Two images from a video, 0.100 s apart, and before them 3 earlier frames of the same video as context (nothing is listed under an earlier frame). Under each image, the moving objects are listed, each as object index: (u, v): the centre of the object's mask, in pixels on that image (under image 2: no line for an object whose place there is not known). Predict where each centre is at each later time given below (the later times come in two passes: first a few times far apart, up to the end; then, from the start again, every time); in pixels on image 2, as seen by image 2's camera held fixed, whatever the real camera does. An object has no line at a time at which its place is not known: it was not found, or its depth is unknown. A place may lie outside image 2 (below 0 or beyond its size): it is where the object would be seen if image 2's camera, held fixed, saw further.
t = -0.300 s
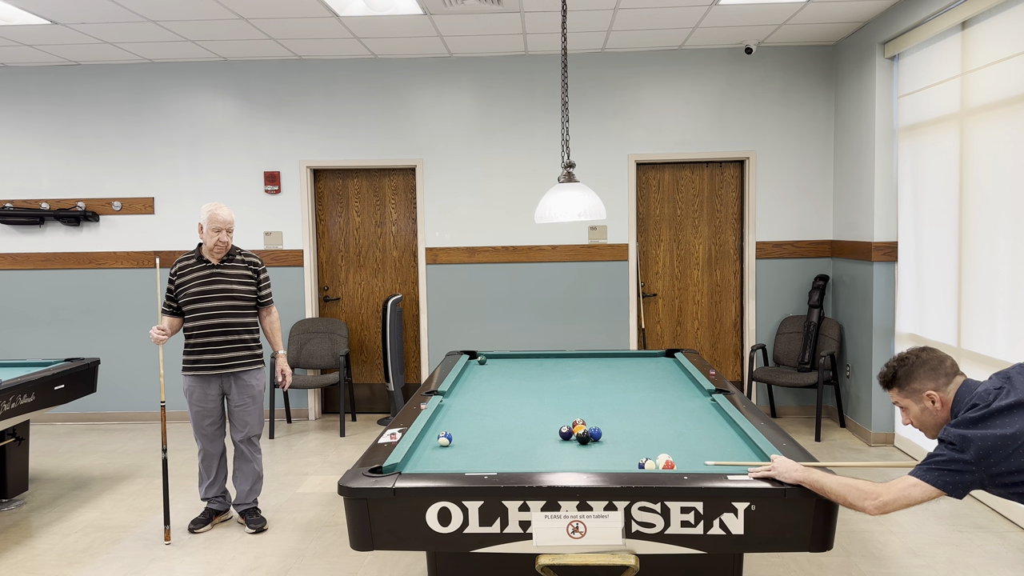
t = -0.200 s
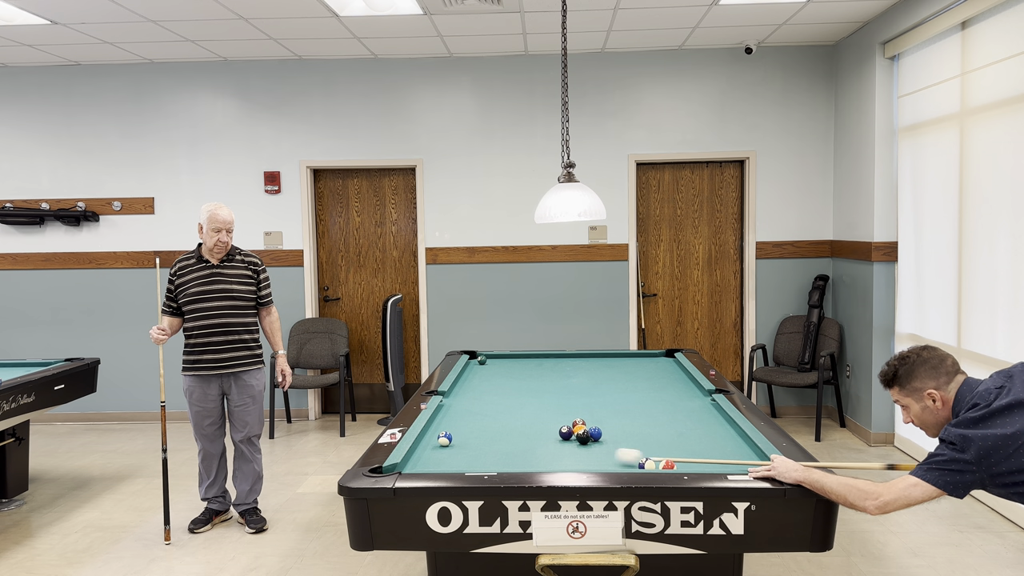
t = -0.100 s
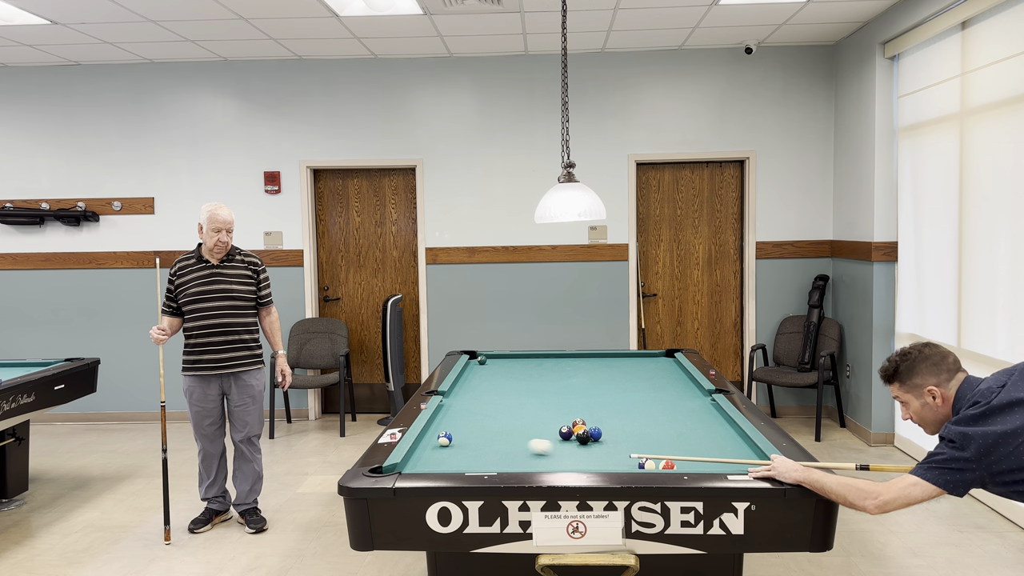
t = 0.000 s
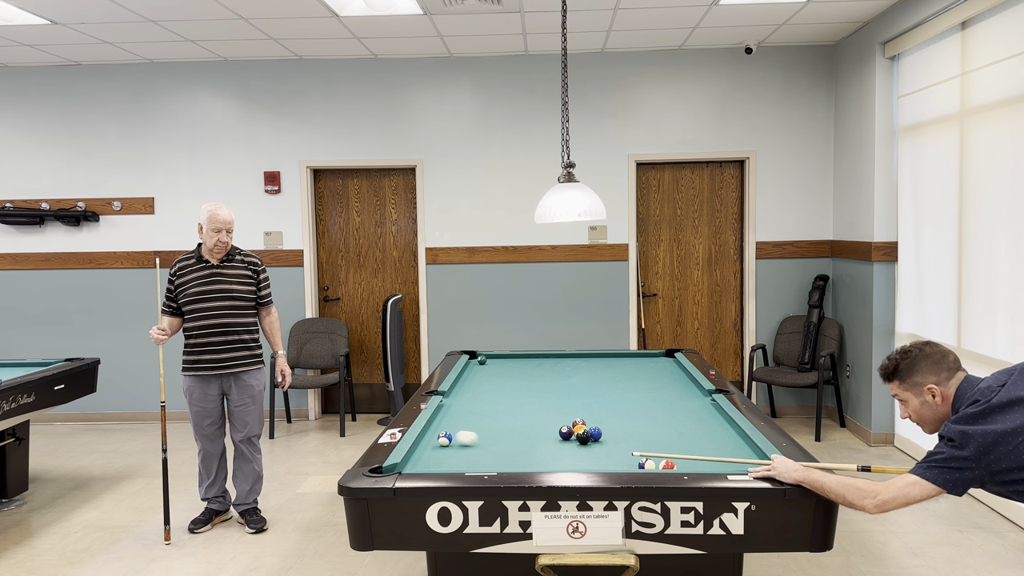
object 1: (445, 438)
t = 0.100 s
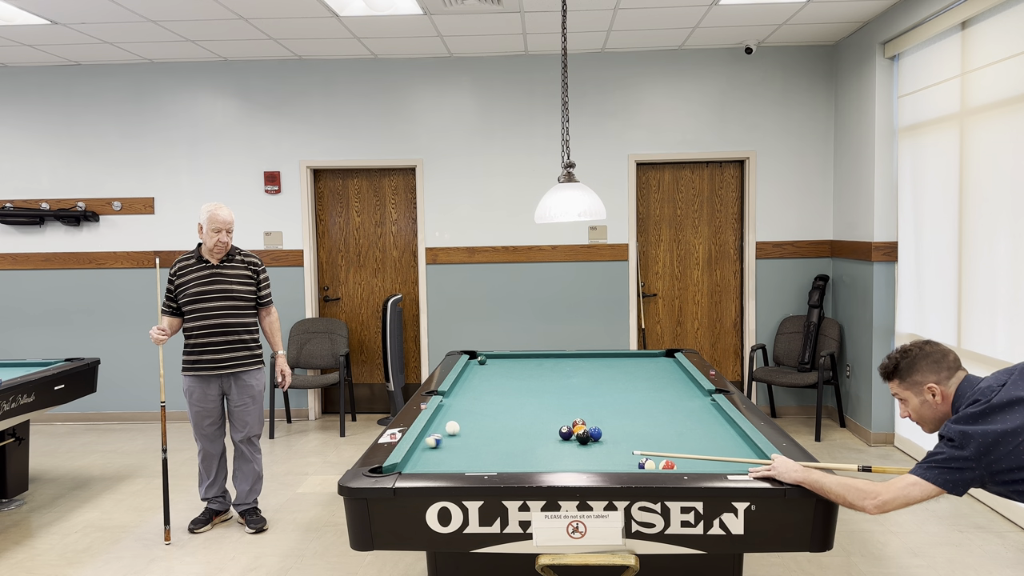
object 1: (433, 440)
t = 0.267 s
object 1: (480, 440)
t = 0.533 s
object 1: (550, 441)
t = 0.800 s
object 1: (619, 442)
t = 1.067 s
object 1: (689, 443)
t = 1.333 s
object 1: (745, 446)
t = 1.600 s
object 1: (711, 445)
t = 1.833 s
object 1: (684, 445)
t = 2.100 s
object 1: (654, 445)
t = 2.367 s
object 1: (626, 445)
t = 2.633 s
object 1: (600, 444)
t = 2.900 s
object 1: (576, 444)
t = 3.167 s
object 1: (553, 444)
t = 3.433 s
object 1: (533, 444)
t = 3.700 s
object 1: (514, 444)
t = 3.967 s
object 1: (497, 444)
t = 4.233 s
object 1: (481, 444)
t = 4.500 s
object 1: (467, 445)
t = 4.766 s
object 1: (455, 445)
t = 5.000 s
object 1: (445, 445)
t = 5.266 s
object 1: (436, 445)
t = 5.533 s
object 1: (429, 445)
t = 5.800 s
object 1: (424, 445)
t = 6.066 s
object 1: (420, 445)
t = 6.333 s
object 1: (419, 446)
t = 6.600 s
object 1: (419, 445)
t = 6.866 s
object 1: (419, 445)
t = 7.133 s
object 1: (419, 445)
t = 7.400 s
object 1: (419, 445)
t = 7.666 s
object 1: (419, 445)
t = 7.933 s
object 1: (419, 445)
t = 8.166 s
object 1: (419, 445)
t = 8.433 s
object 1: (419, 446)
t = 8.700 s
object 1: (419, 445)
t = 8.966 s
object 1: (419, 445)
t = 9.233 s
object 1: (419, 445)
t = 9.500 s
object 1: (419, 445)
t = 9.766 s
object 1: (419, 446)
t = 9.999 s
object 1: (419, 445)
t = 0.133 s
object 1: (443, 440)
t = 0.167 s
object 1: (453, 440)
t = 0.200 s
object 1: (463, 440)
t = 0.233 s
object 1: (472, 440)
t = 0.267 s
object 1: (480, 440)
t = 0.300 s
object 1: (488, 441)
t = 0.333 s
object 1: (497, 440)
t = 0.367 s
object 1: (506, 441)
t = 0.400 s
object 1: (515, 441)
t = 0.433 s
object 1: (523, 441)
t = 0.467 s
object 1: (532, 442)
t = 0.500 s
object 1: (540, 441)
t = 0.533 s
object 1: (550, 441)
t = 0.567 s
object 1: (558, 442)
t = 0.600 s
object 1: (567, 442)
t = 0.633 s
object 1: (576, 442)
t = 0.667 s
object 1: (584, 442)
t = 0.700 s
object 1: (593, 441)
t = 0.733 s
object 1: (602, 442)
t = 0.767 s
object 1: (610, 442)
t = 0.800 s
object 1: (619, 442)
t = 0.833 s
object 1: (627, 443)
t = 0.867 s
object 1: (636, 443)
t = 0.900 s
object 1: (645, 443)
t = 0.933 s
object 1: (654, 444)
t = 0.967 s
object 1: (662, 443)
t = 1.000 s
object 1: (671, 444)
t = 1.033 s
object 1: (679, 444)
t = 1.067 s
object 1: (689, 443)
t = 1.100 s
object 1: (698, 444)
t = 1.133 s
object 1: (706, 444)
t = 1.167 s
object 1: (715, 444)
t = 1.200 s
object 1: (723, 445)
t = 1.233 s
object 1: (732, 445)
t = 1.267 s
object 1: (741, 445)
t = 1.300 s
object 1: (750, 445)
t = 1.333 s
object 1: (745, 446)
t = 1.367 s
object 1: (740, 445)
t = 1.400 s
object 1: (736, 445)
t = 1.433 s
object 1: (731, 445)
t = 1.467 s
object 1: (727, 445)
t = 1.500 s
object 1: (723, 445)
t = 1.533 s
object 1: (719, 445)
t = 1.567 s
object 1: (715, 445)
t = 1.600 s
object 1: (711, 445)
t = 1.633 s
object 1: (707, 445)
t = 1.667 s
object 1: (703, 445)
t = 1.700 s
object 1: (699, 445)
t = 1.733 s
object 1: (695, 445)
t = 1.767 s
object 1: (691, 445)
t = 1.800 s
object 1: (687, 445)
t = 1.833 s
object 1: (684, 445)
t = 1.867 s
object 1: (680, 445)
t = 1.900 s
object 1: (676, 445)
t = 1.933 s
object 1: (672, 445)
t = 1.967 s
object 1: (668, 445)
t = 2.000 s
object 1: (664, 445)
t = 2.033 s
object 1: (661, 445)
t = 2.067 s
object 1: (657, 445)
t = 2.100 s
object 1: (654, 445)
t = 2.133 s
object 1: (650, 445)
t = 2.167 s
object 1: (647, 445)
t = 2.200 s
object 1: (643, 445)
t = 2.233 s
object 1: (640, 445)
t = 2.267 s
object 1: (637, 444)
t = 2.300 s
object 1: (633, 445)
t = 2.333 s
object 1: (629, 445)
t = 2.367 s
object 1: (626, 445)
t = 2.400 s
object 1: (623, 445)
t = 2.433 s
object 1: (619, 445)
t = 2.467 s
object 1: (616, 445)
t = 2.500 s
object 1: (613, 444)
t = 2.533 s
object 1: (610, 445)
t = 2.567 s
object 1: (606, 444)
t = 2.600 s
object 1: (603, 444)
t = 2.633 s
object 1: (600, 444)
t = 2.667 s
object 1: (597, 444)
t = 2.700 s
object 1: (594, 444)
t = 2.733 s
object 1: (591, 444)
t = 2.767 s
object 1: (588, 444)
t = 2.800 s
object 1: (585, 444)
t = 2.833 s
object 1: (582, 444)
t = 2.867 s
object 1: (579, 444)
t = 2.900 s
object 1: (576, 444)
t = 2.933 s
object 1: (573, 444)
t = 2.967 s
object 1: (570, 444)
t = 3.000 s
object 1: (567, 444)
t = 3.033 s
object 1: (565, 444)
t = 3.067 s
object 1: (562, 444)
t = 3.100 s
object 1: (559, 444)
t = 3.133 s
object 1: (556, 444)
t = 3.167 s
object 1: (553, 444)
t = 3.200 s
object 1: (551, 444)
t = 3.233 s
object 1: (548, 444)
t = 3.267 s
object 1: (546, 444)
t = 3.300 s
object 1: (543, 444)
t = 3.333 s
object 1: (541, 444)
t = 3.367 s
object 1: (538, 444)
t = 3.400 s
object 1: (535, 444)
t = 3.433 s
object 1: (533, 444)
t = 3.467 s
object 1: (530, 444)
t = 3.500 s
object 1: (528, 444)
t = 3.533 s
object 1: (526, 444)
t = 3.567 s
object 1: (523, 444)
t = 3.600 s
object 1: (521, 444)
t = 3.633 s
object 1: (518, 444)
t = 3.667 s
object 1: (516, 444)
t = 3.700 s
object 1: (514, 444)
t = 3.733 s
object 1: (512, 444)
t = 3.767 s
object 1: (509, 444)
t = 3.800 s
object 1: (507, 444)
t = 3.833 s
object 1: (505, 444)
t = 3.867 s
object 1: (503, 444)
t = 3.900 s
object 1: (501, 444)
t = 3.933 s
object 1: (499, 444)
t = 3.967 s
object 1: (497, 444)
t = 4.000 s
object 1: (495, 444)
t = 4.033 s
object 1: (493, 444)
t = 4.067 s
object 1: (491, 444)
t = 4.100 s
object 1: (489, 444)
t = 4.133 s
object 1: (487, 444)
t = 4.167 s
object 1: (485, 444)
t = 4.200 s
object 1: (483, 444)
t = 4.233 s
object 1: (481, 444)
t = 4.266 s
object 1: (479, 445)
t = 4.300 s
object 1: (477, 445)
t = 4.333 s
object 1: (475, 445)
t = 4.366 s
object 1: (474, 445)
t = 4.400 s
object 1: (472, 445)
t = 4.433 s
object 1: (470, 445)
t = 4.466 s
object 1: (469, 445)
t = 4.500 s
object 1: (467, 445)
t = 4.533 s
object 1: (465, 445)
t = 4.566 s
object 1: (464, 445)
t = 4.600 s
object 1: (462, 445)
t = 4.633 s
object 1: (461, 445)
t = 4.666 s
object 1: (459, 445)
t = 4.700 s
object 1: (458, 445)
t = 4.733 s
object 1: (456, 445)
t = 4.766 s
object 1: (455, 445)
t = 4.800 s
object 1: (453, 445)
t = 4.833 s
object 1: (452, 445)
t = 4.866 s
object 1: (450, 445)
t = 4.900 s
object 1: (449, 445)
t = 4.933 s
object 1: (448, 445)
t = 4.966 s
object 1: (446, 445)
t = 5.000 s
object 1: (445, 445)
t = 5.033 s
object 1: (444, 445)
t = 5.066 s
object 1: (443, 445)
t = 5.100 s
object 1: (442, 445)
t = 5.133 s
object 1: (441, 445)
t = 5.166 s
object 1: (439, 445)
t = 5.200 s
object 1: (438, 445)
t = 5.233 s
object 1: (437, 445)
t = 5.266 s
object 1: (436, 445)
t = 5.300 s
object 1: (435, 445)
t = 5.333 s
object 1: (434, 445)
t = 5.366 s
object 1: (433, 445)
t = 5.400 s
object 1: (432, 445)
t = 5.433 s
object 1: (431, 445)
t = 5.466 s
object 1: (431, 445)
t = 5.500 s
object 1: (430, 445)
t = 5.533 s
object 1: (429, 445)
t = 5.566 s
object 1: (428, 445)
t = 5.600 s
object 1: (427, 445)
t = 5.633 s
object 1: (427, 445)
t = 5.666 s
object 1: (426, 445)
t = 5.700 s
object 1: (426, 445)
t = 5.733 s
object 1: (425, 445)
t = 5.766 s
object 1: (424, 445)
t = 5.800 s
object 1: (424, 445)
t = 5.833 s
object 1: (423, 445)
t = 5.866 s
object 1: (422, 445)
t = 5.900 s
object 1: (422, 445)
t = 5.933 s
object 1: (422, 445)
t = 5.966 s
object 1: (421, 445)
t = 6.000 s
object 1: (421, 445)
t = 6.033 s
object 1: (420, 445)
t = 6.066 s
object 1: (420, 445)
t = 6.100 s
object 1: (420, 445)
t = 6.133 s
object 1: (419, 445)
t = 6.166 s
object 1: (419, 446)
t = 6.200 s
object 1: (419, 446)
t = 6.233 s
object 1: (419, 446)
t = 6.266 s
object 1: (419, 446)
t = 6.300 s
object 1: (419, 445)
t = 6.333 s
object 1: (419, 446)
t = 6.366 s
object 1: (420, 445)
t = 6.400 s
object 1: (419, 445)
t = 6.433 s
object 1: (419, 445)
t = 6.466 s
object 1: (419, 445)
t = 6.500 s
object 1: (419, 445)
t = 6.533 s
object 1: (419, 445)
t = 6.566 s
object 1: (419, 445)
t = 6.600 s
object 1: (419, 445)
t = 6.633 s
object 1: (419, 446)
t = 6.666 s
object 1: (419, 445)
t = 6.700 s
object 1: (419, 445)
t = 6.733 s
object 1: (419, 445)
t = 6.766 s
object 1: (419, 445)
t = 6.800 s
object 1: (419, 446)
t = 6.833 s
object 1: (419, 445)
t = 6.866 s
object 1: (419, 445)
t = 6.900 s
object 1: (419, 445)
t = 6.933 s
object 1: (419, 445)
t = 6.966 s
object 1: (419, 445)
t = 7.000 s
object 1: (419, 445)
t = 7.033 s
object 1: (419, 445)
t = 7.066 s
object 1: (419, 445)
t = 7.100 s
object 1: (419, 445)
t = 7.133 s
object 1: (419, 445)
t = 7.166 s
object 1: (419, 445)
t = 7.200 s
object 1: (419, 445)
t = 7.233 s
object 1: (419, 445)
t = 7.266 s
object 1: (419, 445)
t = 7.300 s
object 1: (419, 445)
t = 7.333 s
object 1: (419, 445)
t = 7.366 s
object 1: (419, 445)
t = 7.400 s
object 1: (419, 445)
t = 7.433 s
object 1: (419, 445)
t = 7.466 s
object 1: (419, 445)
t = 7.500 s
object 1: (419, 445)
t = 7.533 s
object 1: (419, 445)
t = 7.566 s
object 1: (419, 445)
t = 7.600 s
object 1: (419, 445)
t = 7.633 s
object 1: (419, 445)
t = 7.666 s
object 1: (419, 445)
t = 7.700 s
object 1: (419, 445)
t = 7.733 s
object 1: (419, 445)
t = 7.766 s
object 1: (419, 445)
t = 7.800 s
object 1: (419, 445)
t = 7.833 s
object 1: (419, 445)
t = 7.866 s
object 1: (419, 445)
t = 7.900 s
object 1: (419, 445)
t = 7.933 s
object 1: (419, 445)
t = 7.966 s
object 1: (419, 445)
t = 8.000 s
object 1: (419, 445)
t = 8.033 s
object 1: (419, 445)
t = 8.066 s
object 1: (419, 445)
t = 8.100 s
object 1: (419, 445)
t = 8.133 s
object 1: (419, 445)
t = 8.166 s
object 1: (419, 445)
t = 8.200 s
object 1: (419, 445)
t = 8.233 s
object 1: (419, 445)
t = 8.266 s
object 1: (419, 445)
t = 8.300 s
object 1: (419, 445)
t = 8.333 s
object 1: (419, 445)
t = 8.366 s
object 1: (419, 445)
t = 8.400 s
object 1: (419, 445)
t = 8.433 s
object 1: (419, 446)
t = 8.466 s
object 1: (419, 445)
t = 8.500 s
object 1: (419, 445)
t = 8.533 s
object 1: (419, 445)
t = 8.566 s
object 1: (419, 445)
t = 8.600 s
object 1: (419, 445)
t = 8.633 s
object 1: (419, 445)
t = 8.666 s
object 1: (419, 445)
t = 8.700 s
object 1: (419, 445)
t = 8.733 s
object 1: (419, 445)
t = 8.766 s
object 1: (419, 445)
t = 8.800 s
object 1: (419, 445)
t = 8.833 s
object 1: (419, 445)
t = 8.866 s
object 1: (419, 445)
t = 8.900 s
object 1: (419, 445)
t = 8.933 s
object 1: (419, 445)
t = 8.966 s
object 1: (419, 445)
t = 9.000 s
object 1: (419, 445)
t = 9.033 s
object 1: (419, 445)
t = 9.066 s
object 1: (419, 445)
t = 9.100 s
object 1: (419, 445)
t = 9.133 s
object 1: (419, 445)
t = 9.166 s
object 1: (419, 445)
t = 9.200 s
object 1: (419, 445)
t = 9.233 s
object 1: (419, 445)
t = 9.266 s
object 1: (419, 445)
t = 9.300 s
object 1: (419, 445)
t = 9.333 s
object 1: (419, 445)
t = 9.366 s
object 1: (419, 445)
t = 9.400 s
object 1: (419, 445)
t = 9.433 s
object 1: (419, 445)
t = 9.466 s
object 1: (419, 445)
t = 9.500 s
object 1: (419, 445)
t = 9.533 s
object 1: (419, 445)
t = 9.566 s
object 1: (419, 445)
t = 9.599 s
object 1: (419, 445)
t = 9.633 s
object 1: (419, 445)
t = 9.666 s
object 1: (419, 445)
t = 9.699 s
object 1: (419, 446)
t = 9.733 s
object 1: (419, 445)
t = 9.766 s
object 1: (419, 446)
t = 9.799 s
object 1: (419, 445)
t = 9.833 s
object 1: (419, 446)
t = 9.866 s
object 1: (419, 445)
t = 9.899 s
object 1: (419, 445)
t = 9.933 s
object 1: (419, 445)
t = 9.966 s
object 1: (419, 445)
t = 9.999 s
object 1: (419, 445)
